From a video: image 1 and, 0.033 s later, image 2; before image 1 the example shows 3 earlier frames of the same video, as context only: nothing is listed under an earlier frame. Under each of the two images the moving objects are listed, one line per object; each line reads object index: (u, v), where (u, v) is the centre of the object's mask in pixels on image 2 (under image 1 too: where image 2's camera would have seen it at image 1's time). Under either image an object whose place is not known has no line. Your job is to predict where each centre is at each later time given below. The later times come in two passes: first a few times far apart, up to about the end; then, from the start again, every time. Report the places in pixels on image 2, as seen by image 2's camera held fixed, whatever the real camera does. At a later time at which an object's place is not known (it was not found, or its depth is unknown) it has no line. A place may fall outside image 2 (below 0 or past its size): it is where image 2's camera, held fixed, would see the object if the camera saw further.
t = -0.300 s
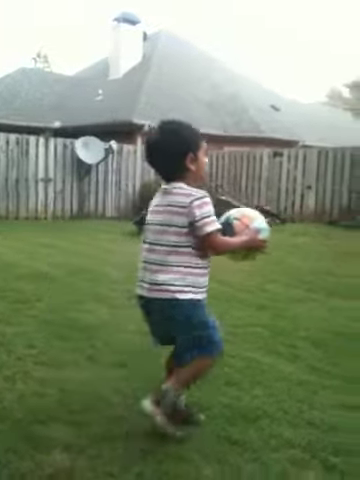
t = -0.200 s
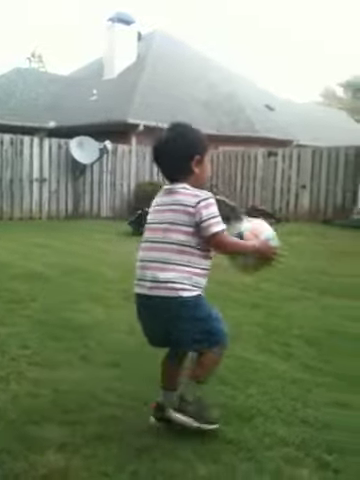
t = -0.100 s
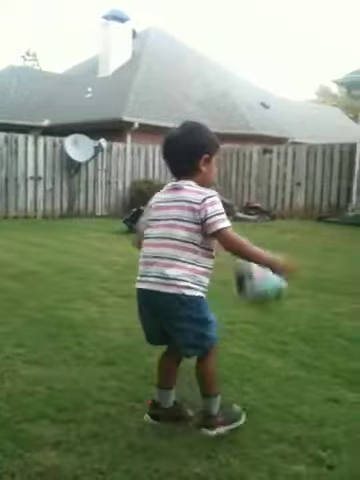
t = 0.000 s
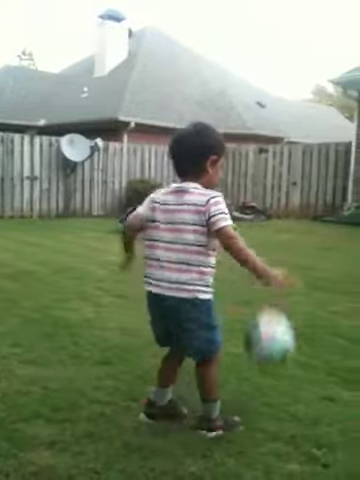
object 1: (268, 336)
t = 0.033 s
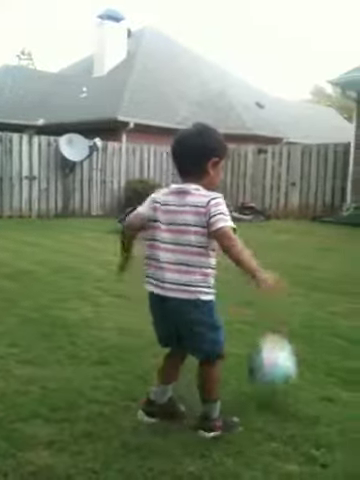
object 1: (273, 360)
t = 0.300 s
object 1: (298, 373)
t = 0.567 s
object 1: (324, 377)
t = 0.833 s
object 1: (335, 379)
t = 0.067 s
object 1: (275, 383)
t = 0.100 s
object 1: (280, 377)
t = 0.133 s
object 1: (284, 369)
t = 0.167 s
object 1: (287, 366)
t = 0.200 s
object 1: (289, 365)
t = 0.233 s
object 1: (292, 365)
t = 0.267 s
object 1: (295, 368)
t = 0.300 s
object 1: (298, 373)
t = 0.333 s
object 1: (302, 380)
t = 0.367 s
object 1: (303, 382)
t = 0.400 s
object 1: (306, 381)
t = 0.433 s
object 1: (310, 380)
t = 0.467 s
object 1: (313, 378)
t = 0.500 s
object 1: (318, 377)
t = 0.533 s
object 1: (320, 377)
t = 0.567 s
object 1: (324, 377)
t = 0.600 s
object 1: (327, 377)
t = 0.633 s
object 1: (331, 375)
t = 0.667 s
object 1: (333, 375)
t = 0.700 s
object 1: (333, 376)
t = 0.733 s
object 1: (335, 375)
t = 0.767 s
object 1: (334, 379)
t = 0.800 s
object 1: (335, 379)
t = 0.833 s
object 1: (335, 379)
